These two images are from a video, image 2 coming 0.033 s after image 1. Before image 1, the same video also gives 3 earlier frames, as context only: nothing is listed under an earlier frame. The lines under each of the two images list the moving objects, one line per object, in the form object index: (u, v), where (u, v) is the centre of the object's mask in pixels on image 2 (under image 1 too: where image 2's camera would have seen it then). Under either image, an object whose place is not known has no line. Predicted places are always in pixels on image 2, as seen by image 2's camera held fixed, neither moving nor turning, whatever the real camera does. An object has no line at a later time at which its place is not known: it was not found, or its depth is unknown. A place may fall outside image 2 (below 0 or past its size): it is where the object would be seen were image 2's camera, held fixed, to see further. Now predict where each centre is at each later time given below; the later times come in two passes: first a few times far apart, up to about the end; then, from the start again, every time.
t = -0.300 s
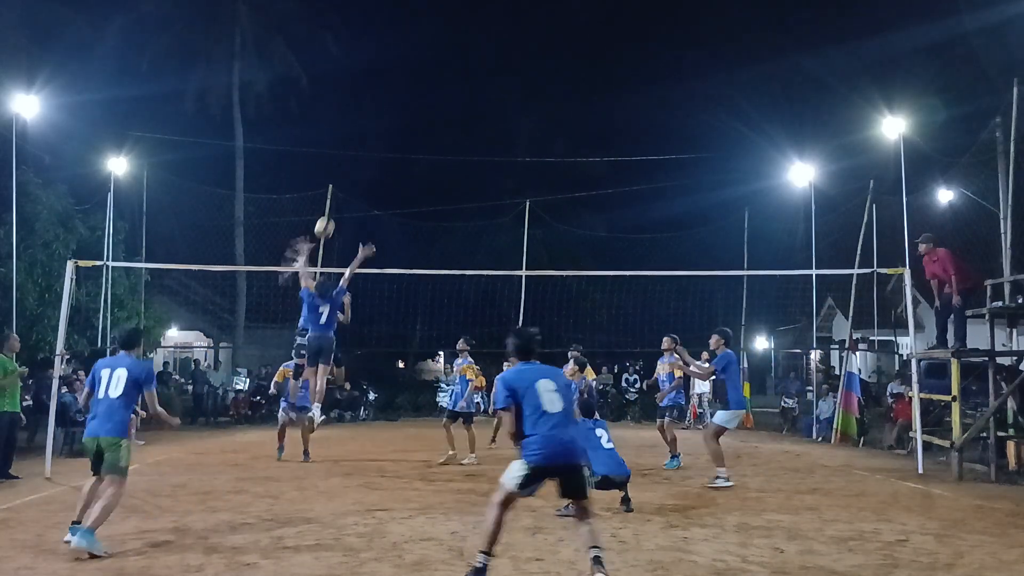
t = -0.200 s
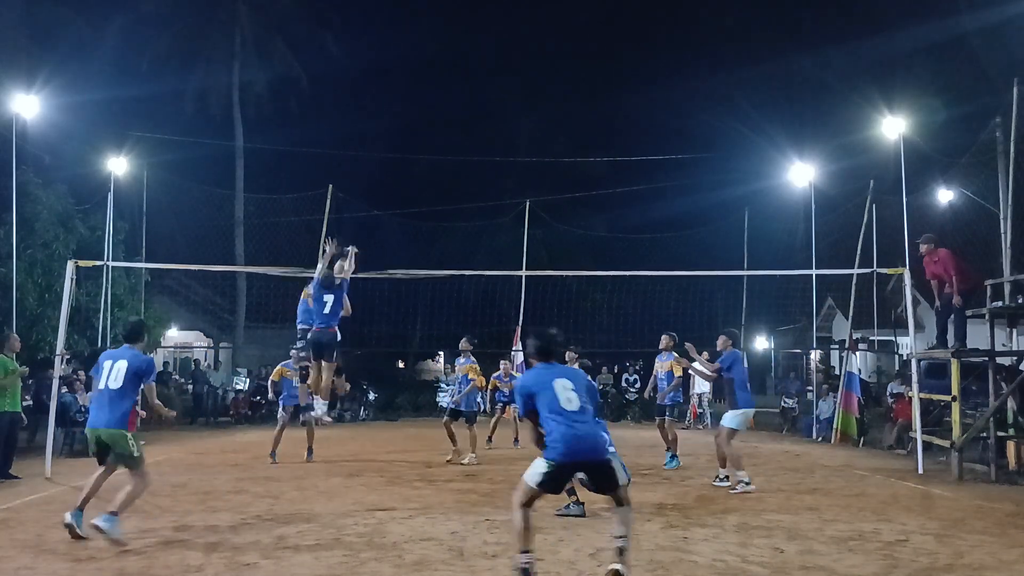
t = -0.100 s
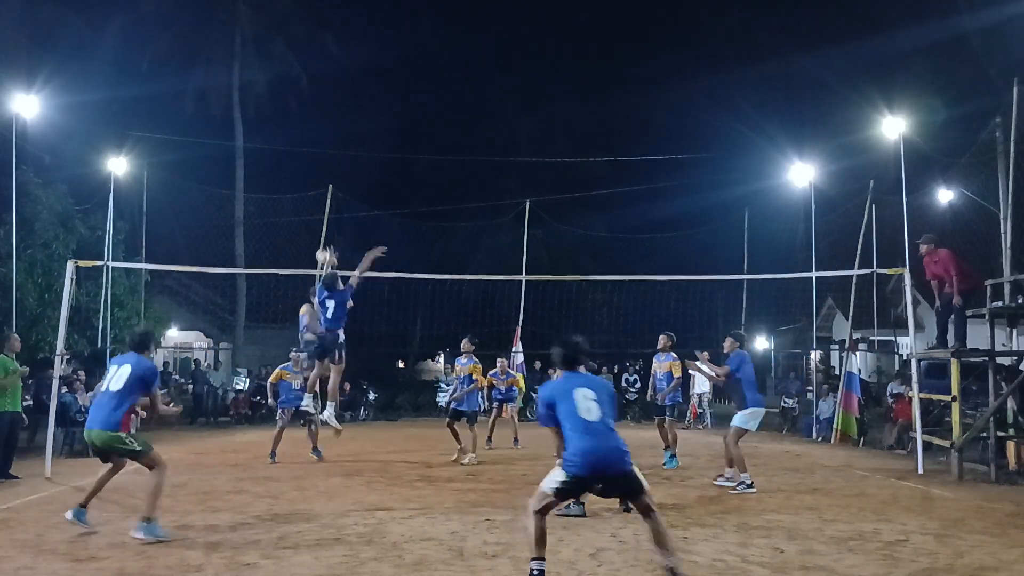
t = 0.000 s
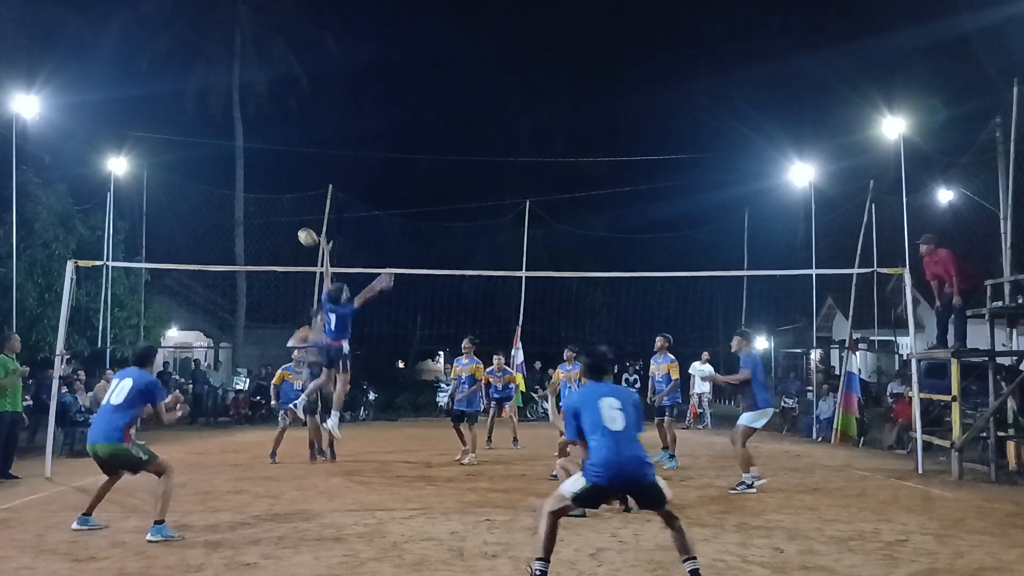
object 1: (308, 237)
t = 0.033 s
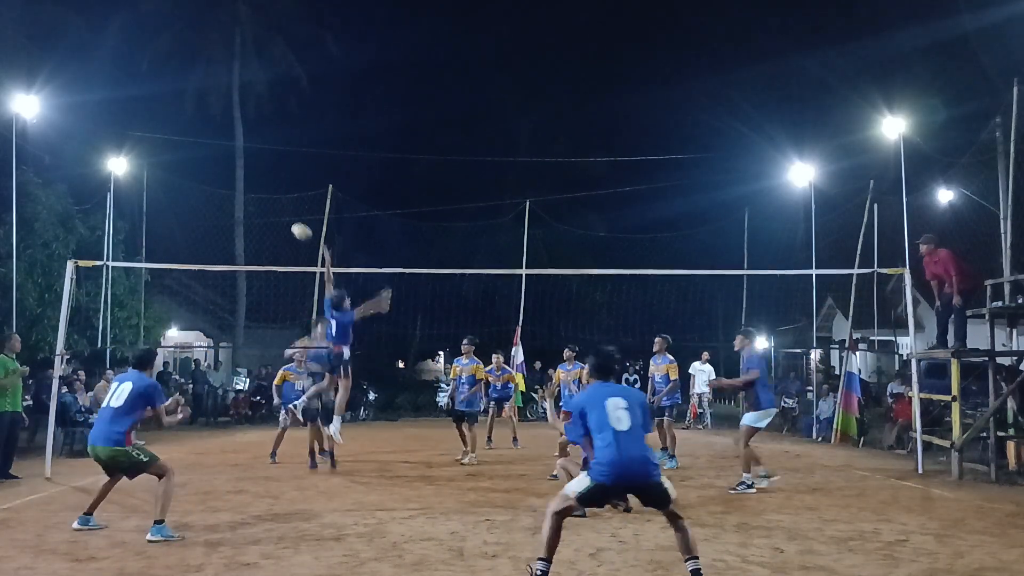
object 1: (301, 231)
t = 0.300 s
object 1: (258, 222)
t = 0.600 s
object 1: (214, 271)
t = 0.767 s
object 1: (194, 317)
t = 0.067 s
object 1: (295, 227)
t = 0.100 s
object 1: (290, 224)
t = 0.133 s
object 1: (284, 222)
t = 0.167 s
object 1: (278, 220)
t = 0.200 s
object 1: (274, 220)
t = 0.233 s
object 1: (268, 220)
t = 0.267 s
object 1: (262, 221)
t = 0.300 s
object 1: (258, 222)
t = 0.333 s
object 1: (252, 225)
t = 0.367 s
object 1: (247, 228)
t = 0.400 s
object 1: (243, 231)
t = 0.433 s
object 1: (237, 236)
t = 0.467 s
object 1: (233, 242)
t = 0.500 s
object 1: (228, 247)
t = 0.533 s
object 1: (223, 255)
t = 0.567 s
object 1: (220, 259)
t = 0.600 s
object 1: (214, 271)
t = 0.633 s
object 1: (210, 279)
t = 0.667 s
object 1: (206, 287)
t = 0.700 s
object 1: (201, 297)
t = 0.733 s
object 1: (197, 308)
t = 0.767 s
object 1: (194, 317)
